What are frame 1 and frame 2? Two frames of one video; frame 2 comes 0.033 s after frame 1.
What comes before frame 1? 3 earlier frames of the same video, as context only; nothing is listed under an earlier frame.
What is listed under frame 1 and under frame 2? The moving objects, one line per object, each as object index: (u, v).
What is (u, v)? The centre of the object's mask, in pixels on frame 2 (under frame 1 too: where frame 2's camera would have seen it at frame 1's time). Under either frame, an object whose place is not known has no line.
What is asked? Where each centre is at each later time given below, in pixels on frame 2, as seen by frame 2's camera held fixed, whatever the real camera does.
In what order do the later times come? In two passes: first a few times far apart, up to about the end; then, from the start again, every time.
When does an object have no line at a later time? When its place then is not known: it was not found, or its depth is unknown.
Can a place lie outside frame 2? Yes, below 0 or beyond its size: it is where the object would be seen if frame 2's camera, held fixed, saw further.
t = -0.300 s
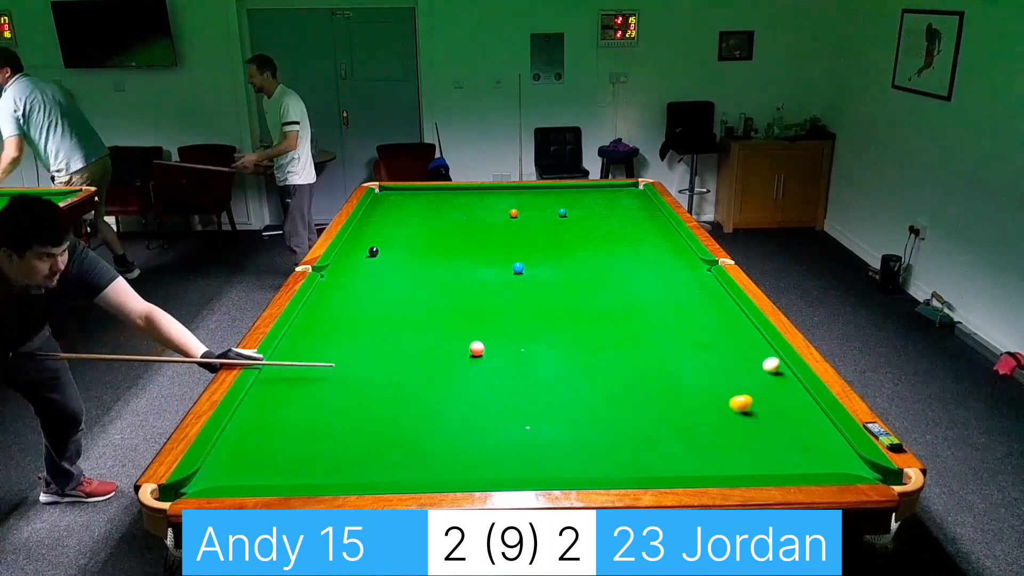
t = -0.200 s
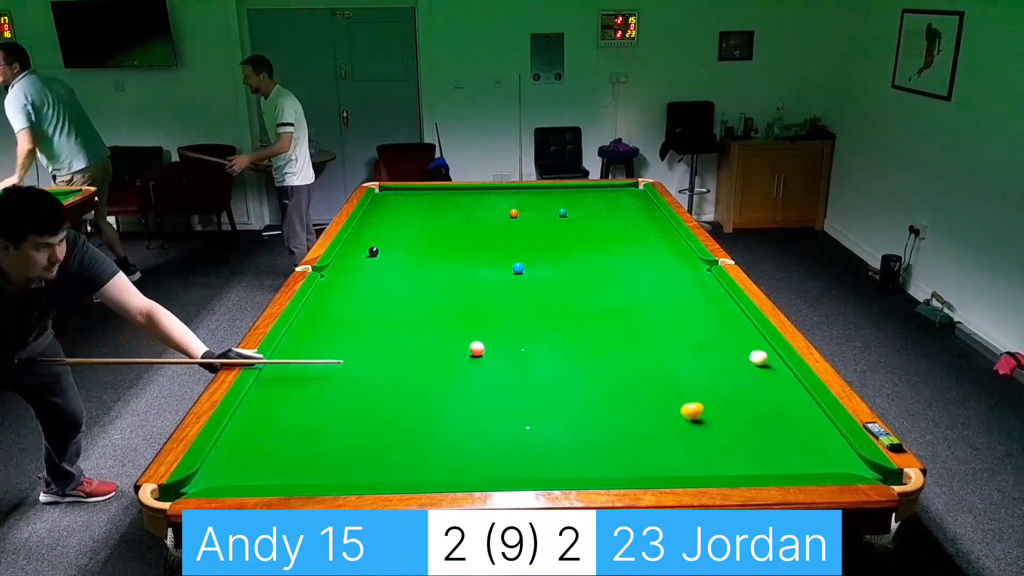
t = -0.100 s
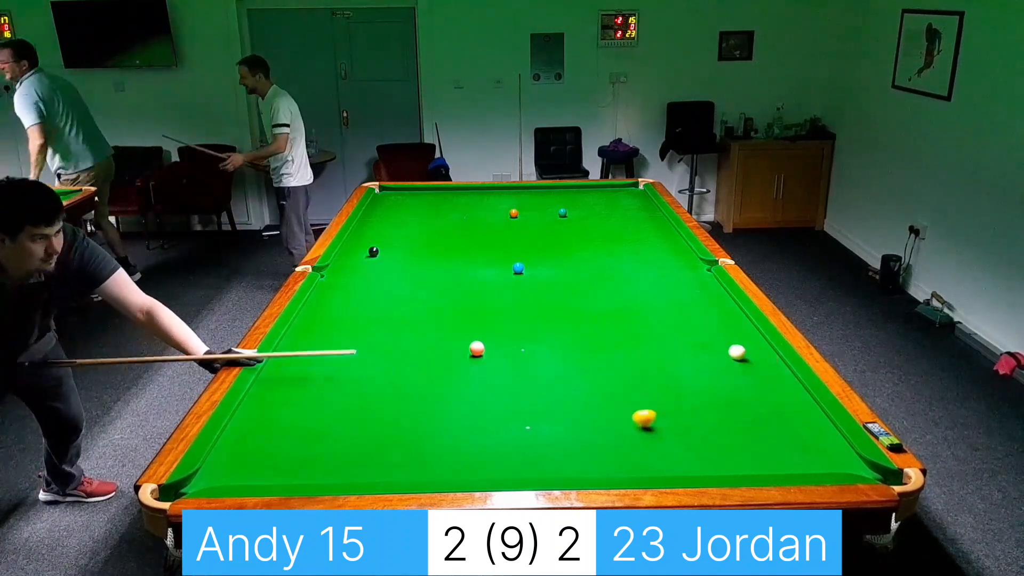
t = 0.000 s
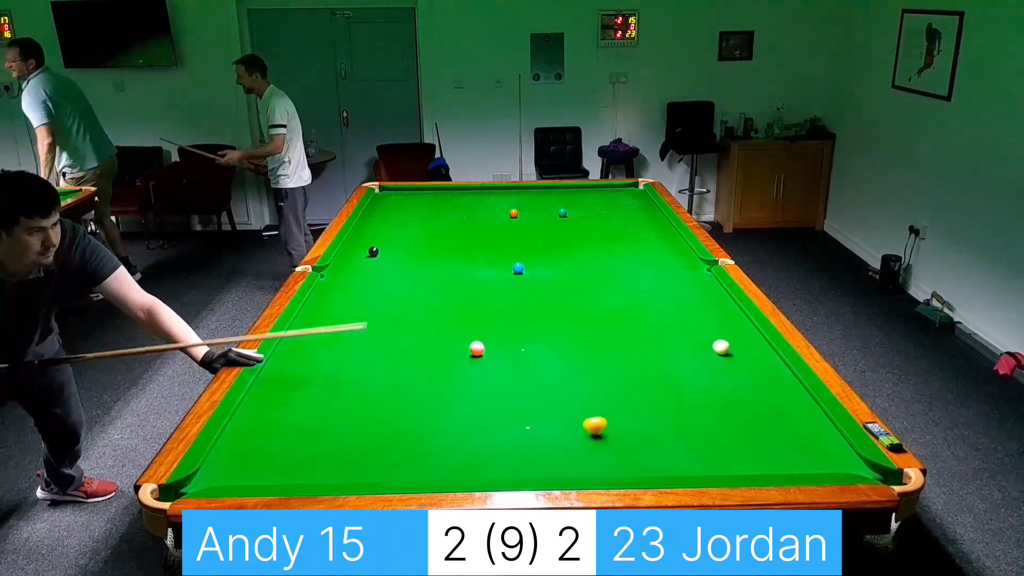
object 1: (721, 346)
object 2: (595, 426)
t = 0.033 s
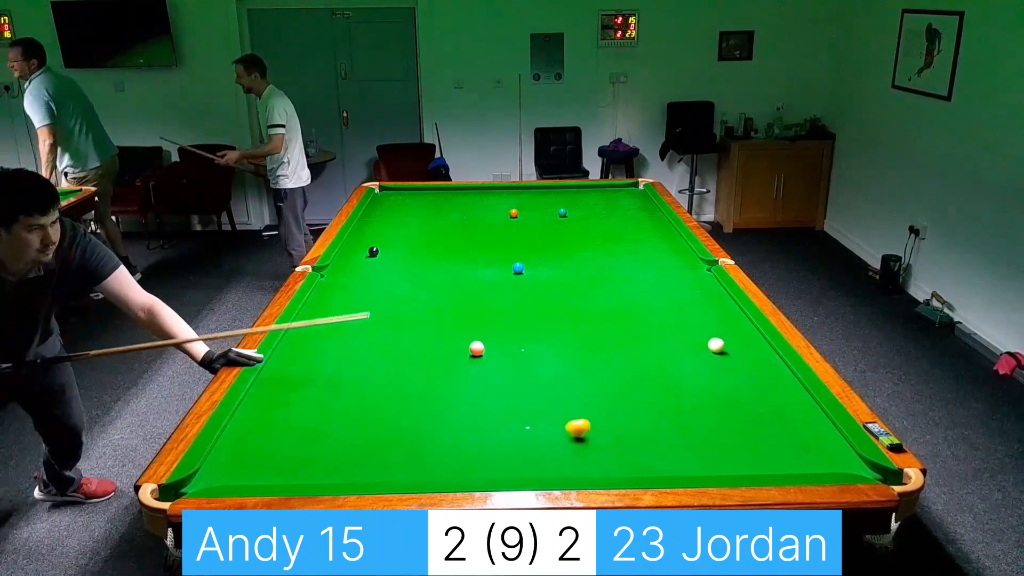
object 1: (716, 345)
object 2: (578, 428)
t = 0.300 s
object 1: (678, 332)
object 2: (440, 451)
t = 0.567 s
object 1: (644, 321)
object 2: (288, 474)
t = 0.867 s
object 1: (611, 309)
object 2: (232, 479)
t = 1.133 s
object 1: (584, 301)
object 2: (292, 475)
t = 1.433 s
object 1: (558, 292)
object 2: (354, 469)
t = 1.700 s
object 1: (537, 285)
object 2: (406, 463)
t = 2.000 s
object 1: (517, 278)
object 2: (459, 456)
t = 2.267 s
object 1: (500, 272)
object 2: (503, 452)
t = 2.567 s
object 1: (483, 266)
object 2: (549, 446)
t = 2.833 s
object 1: (470, 261)
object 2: (586, 442)
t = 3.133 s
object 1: (456, 257)
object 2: (624, 438)
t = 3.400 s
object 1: (446, 253)
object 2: (656, 434)
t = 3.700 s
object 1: (435, 249)
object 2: (688, 431)
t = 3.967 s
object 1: (426, 246)
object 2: (714, 427)
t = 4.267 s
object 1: (417, 243)
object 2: (740, 424)
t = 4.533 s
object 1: (410, 241)
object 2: (761, 421)
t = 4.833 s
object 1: (404, 238)
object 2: (781, 419)
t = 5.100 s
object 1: (399, 236)
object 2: (797, 417)
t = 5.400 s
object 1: (394, 235)
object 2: (812, 415)
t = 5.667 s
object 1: (391, 233)
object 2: (813, 413)
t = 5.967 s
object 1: (388, 232)
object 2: (806, 412)
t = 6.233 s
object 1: (386, 231)
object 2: (801, 412)
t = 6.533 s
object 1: (385, 231)
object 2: (798, 412)
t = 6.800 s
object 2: (797, 412)
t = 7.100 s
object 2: (797, 412)
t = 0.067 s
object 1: (711, 343)
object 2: (561, 431)
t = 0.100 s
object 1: (706, 342)
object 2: (545, 434)
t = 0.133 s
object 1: (701, 340)
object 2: (527, 437)
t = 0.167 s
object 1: (696, 338)
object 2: (510, 439)
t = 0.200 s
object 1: (691, 337)
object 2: (493, 442)
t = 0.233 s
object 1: (687, 335)
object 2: (475, 445)
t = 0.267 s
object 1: (682, 333)
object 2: (457, 448)
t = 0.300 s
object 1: (678, 332)
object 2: (440, 451)
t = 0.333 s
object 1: (674, 330)
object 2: (421, 454)
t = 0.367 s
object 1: (669, 329)
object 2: (403, 457)
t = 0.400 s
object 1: (665, 328)
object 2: (385, 460)
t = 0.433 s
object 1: (661, 326)
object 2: (365, 463)
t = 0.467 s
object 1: (656, 325)
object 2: (346, 466)
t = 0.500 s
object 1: (652, 323)
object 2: (328, 469)
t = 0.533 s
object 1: (648, 322)
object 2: (308, 472)
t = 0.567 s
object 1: (644, 321)
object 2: (288, 474)
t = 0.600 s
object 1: (640, 319)
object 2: (269, 476)
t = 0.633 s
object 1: (636, 318)
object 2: (249, 479)
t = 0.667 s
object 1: (632, 317)
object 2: (233, 478)
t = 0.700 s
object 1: (629, 315)
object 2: (218, 478)
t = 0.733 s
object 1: (625, 314)
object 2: (201, 478)
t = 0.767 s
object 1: (622, 313)
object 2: (206, 478)
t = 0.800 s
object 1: (618, 312)
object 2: (215, 479)
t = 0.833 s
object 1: (614, 311)
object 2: (224, 479)
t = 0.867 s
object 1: (611, 309)
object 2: (232, 479)
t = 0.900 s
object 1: (607, 308)
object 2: (240, 479)
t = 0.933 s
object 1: (604, 307)
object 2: (248, 478)
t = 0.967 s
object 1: (601, 306)
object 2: (255, 478)
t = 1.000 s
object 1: (597, 305)
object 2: (262, 477)
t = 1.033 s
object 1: (594, 304)
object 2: (270, 477)
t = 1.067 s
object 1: (591, 303)
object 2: (277, 476)
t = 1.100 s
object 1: (588, 301)
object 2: (284, 476)
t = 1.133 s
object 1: (584, 301)
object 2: (292, 475)
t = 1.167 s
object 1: (582, 299)
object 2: (299, 474)
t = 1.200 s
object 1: (578, 299)
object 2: (306, 474)
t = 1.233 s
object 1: (576, 298)
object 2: (313, 473)
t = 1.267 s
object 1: (573, 296)
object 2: (320, 472)
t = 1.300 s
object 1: (570, 296)
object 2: (327, 472)
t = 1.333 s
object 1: (567, 294)
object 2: (334, 471)
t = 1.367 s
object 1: (564, 294)
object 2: (341, 471)
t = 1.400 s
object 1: (561, 293)
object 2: (347, 470)
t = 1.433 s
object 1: (558, 292)
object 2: (354, 469)
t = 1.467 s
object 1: (556, 291)
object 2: (361, 468)
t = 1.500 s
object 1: (553, 290)
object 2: (367, 467)
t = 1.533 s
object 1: (550, 289)
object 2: (374, 466)
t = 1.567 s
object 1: (547, 288)
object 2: (381, 466)
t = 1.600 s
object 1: (545, 287)
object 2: (387, 465)
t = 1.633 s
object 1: (543, 286)
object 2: (394, 464)
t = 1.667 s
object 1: (540, 286)
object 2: (399, 463)
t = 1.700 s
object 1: (537, 285)
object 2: (406, 463)
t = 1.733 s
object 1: (535, 284)
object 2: (412, 462)
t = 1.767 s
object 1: (533, 283)
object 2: (418, 461)
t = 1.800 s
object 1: (530, 283)
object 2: (424, 461)
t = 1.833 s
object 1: (528, 282)
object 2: (430, 459)
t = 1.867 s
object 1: (526, 281)
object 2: (436, 459)
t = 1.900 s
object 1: (523, 280)
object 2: (442, 458)
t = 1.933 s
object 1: (521, 279)
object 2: (448, 457)
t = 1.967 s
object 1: (519, 278)
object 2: (454, 457)
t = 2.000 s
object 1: (517, 278)
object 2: (459, 456)
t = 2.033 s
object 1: (514, 277)
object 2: (465, 455)
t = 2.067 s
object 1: (512, 276)
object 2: (471, 455)
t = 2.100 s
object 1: (510, 275)
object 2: (476, 454)
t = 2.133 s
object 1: (508, 275)
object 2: (482, 454)
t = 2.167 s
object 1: (506, 274)
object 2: (487, 453)
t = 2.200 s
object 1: (504, 273)
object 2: (492, 453)
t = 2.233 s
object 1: (502, 273)
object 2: (498, 452)
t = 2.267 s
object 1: (500, 272)
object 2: (503, 452)
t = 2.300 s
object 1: (498, 271)
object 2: (508, 451)
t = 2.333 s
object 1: (496, 270)
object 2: (514, 450)
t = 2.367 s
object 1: (494, 270)
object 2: (519, 449)
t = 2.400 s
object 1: (492, 269)
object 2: (524, 449)
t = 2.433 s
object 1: (490, 268)
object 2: (529, 448)
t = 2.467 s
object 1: (488, 268)
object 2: (534, 448)
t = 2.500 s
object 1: (487, 267)
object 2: (539, 447)
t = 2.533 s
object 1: (485, 267)
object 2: (544, 447)
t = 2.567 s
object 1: (483, 266)
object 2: (549, 446)
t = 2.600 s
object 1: (481, 265)
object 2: (553, 446)
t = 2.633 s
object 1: (480, 265)
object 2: (558, 445)
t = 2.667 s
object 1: (478, 264)
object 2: (563, 445)
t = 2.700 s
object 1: (476, 263)
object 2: (567, 444)
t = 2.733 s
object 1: (475, 263)
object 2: (572, 443)
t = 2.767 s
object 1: (473, 262)
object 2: (577, 443)
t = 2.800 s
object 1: (471, 262)
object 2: (581, 443)
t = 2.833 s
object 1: (470, 261)
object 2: (586, 442)
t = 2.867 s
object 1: (468, 261)
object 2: (590, 442)
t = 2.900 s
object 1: (467, 260)
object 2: (594, 441)
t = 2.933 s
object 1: (465, 260)
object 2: (599, 441)
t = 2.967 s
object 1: (464, 259)
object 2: (603, 440)
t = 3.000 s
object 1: (462, 259)
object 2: (608, 440)
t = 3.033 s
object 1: (461, 258)
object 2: (612, 439)
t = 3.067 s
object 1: (459, 257)
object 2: (616, 439)
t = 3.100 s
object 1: (458, 257)
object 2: (620, 438)
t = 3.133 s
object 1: (456, 257)
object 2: (624, 438)
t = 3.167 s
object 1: (455, 256)
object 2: (628, 437)
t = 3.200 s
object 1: (453, 256)
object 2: (632, 437)
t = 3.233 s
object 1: (452, 255)
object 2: (636, 436)
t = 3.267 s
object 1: (451, 255)
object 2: (640, 436)
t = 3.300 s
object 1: (450, 254)
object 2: (644, 436)
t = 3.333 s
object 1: (448, 253)
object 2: (648, 435)
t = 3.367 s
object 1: (447, 253)
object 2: (652, 435)
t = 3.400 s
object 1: (446, 253)
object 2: (656, 434)
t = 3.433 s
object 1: (444, 252)
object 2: (659, 434)
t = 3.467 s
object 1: (443, 252)
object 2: (663, 433)
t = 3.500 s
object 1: (442, 251)
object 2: (667, 433)
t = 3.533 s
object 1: (440, 251)
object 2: (670, 433)
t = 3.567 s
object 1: (439, 251)
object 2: (674, 432)
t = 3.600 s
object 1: (438, 250)
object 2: (677, 432)
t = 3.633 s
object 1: (437, 250)
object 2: (681, 431)
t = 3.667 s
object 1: (436, 249)
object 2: (684, 431)
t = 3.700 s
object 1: (435, 249)
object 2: (688, 431)
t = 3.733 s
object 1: (434, 249)
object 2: (691, 430)
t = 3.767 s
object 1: (433, 248)
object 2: (694, 430)
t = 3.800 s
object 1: (431, 248)
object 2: (698, 430)
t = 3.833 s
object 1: (430, 247)
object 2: (701, 429)
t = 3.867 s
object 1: (429, 247)
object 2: (704, 429)
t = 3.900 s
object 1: (428, 247)
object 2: (707, 428)
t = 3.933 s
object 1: (427, 246)
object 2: (711, 427)
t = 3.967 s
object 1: (426, 246)
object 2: (714, 427)
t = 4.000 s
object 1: (425, 245)
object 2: (717, 427)
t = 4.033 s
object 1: (424, 245)
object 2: (720, 426)
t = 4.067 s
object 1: (423, 245)
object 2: (723, 426)
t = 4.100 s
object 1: (422, 245)
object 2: (726, 426)
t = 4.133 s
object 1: (421, 244)
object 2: (729, 425)
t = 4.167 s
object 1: (420, 244)
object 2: (732, 425)
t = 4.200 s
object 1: (419, 244)
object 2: (734, 425)
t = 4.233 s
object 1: (418, 243)
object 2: (737, 424)
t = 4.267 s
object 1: (417, 243)
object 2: (740, 424)
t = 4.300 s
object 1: (416, 243)
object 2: (743, 424)
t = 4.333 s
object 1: (415, 242)
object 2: (746, 423)
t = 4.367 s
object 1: (414, 242)
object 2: (748, 423)
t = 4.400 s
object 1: (414, 241)
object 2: (751, 423)
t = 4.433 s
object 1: (413, 241)
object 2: (753, 422)
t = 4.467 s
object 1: (412, 241)
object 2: (756, 422)
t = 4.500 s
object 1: (411, 241)
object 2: (758, 422)
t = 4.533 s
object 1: (410, 241)
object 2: (761, 421)
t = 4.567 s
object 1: (410, 240)
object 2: (763, 421)
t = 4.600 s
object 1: (409, 240)
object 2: (766, 421)
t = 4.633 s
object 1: (408, 240)
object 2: (768, 420)
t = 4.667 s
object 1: (407, 240)
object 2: (770, 420)
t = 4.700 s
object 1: (407, 239)
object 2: (773, 420)
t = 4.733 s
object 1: (406, 239)
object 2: (775, 420)
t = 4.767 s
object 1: (405, 239)
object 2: (777, 419)
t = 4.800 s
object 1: (405, 238)
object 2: (779, 419)
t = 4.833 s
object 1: (404, 238)
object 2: (781, 419)
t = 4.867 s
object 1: (403, 238)
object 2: (784, 419)
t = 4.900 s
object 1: (402, 238)
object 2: (786, 418)
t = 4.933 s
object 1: (402, 238)
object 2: (788, 418)
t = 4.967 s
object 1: (401, 237)
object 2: (790, 418)
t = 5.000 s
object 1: (401, 237)
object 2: (792, 417)
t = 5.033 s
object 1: (400, 237)
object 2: (794, 417)
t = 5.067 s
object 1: (399, 237)
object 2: (795, 417)
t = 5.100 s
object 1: (399, 236)
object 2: (797, 417)
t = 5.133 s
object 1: (398, 236)
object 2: (799, 416)
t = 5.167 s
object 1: (398, 236)
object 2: (801, 416)
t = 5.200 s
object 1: (397, 236)
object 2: (802, 416)
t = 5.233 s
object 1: (397, 236)
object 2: (804, 416)
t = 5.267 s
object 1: (396, 235)
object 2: (806, 415)
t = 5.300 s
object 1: (396, 235)
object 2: (808, 415)
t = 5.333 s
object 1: (395, 235)
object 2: (809, 415)
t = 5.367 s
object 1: (394, 235)
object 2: (811, 415)
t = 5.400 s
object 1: (394, 235)
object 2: (812, 415)
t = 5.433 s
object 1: (393, 234)
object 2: (813, 414)
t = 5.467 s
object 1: (393, 234)
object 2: (815, 414)
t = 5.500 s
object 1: (393, 234)
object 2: (816, 414)
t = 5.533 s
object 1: (392, 234)
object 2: (817, 414)
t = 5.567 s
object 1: (392, 234)
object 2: (816, 413)
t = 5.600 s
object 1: (391, 234)
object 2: (816, 413)
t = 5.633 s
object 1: (391, 233)
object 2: (815, 413)
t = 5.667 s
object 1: (391, 233)
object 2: (813, 413)
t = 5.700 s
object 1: (390, 233)
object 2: (812, 413)
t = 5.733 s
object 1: (390, 233)
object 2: (812, 413)
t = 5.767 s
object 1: (390, 233)
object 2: (811, 413)
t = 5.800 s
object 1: (389, 233)
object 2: (810, 413)
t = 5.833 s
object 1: (389, 233)
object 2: (809, 413)
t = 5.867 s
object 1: (389, 233)
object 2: (808, 413)
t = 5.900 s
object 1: (389, 232)
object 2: (807, 413)
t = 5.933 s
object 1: (388, 232)
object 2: (807, 413)
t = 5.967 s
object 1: (388, 232)
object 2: (806, 412)
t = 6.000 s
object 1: (387, 232)
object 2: (805, 412)
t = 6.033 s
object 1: (387, 232)
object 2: (804, 412)
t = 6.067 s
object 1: (387, 232)
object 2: (804, 412)
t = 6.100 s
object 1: (387, 232)
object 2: (803, 412)
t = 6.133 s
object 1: (387, 232)
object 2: (803, 412)
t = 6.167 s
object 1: (386, 232)
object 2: (802, 412)
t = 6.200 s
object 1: (386, 232)
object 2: (802, 412)
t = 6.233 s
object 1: (386, 231)
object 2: (801, 412)
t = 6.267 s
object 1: (386, 231)
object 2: (801, 412)
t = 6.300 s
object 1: (386, 231)
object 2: (800, 412)
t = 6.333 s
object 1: (386, 231)
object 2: (800, 412)
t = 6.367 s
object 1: (386, 231)
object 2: (800, 412)
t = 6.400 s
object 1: (385, 231)
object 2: (799, 412)
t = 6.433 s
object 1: (385, 231)
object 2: (799, 412)
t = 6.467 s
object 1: (385, 231)
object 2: (799, 412)
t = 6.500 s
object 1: (385, 231)
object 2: (798, 412)
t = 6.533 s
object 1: (385, 231)
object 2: (798, 412)
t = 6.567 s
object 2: (798, 412)
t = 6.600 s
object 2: (798, 412)
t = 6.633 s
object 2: (798, 412)
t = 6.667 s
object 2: (797, 412)
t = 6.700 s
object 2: (797, 412)
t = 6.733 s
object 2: (797, 412)
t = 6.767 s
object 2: (797, 412)
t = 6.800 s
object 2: (797, 412)
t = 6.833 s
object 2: (797, 412)
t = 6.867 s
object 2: (797, 412)
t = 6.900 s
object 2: (797, 412)
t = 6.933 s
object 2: (797, 412)
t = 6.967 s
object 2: (797, 412)
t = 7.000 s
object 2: (797, 412)
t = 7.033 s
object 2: (797, 412)
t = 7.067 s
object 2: (797, 412)
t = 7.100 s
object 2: (797, 412)
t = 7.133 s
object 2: (797, 412)
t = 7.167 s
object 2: (797, 412)
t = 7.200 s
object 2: (797, 412)
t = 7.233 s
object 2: (797, 412)
